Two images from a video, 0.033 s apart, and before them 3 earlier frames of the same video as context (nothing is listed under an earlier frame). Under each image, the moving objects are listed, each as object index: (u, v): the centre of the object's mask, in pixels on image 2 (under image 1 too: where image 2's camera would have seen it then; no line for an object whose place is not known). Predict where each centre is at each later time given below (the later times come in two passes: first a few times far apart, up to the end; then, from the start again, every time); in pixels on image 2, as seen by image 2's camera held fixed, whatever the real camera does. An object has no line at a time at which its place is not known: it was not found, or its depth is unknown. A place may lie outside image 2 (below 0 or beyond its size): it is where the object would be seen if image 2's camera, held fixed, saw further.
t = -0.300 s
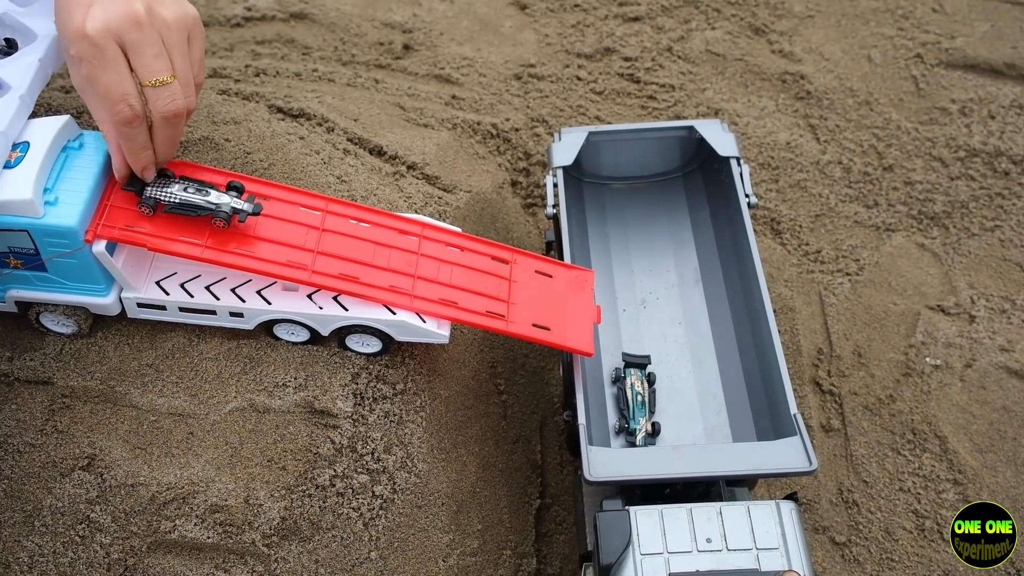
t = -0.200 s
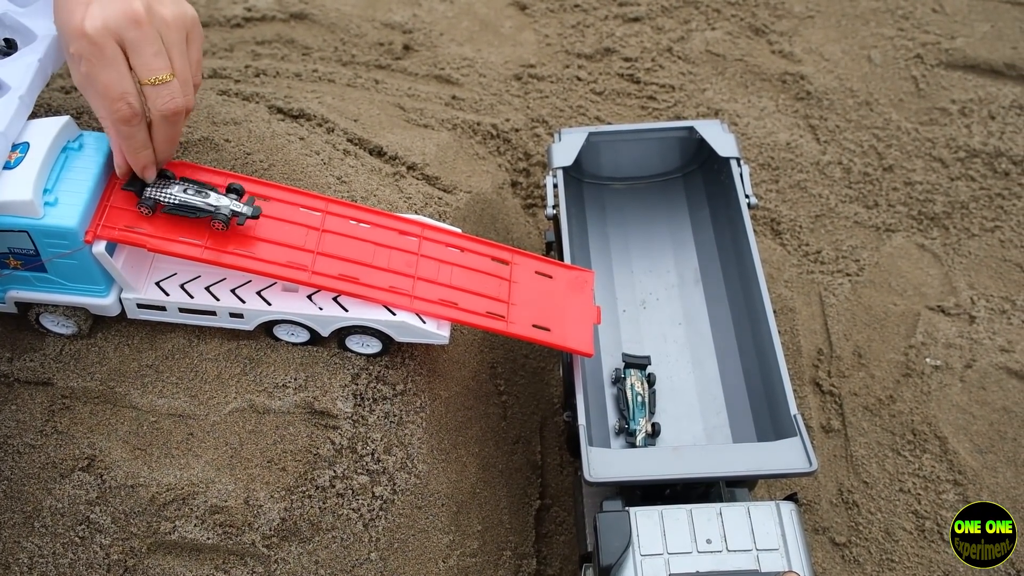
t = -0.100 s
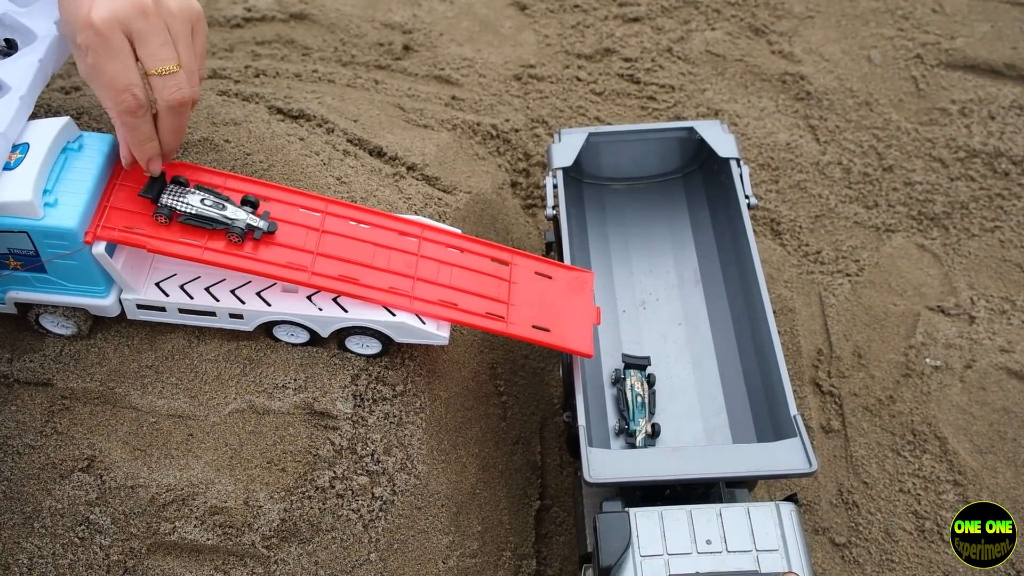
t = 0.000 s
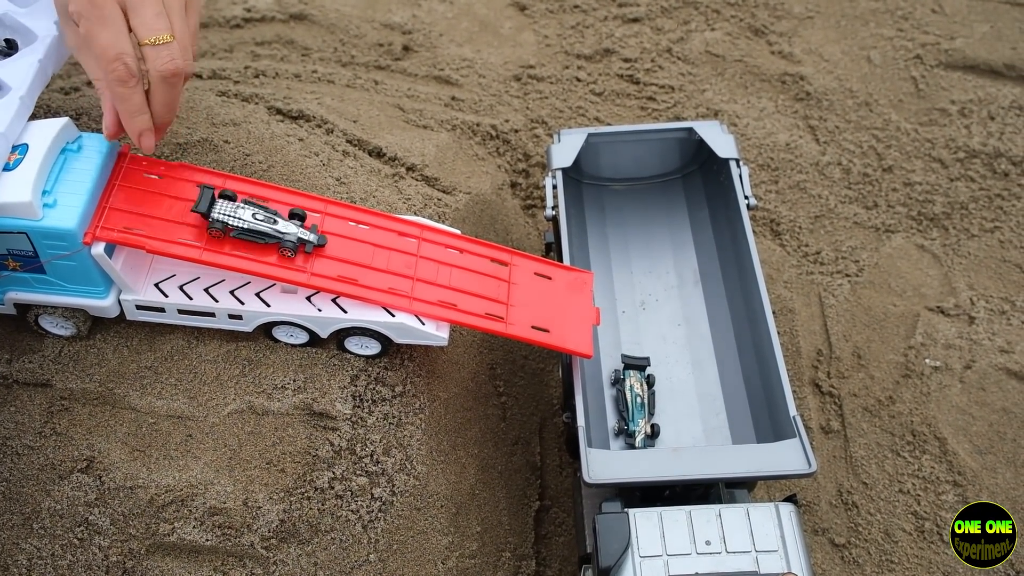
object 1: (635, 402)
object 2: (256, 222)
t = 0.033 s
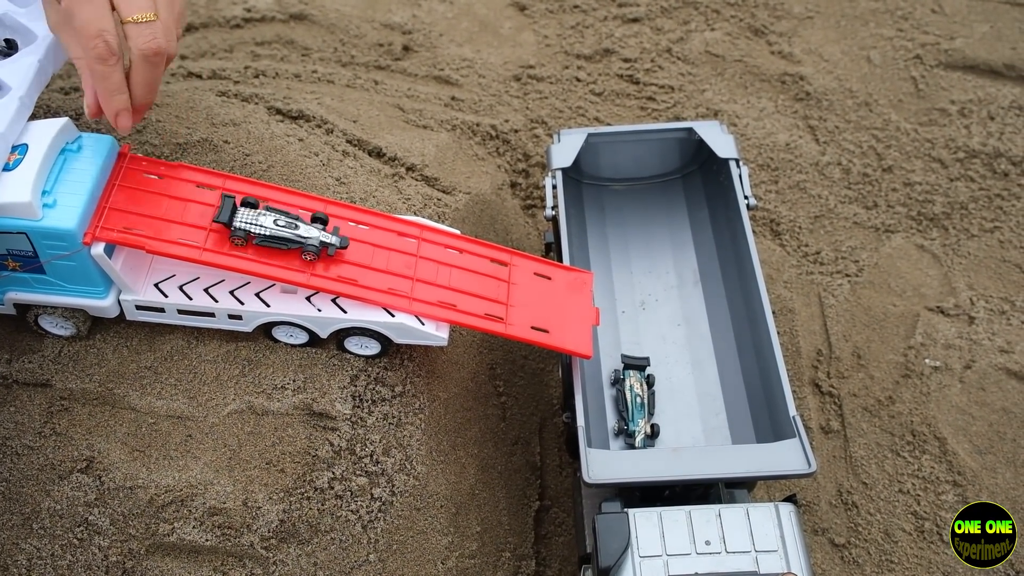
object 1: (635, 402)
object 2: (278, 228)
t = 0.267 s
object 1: (635, 402)
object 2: (471, 275)
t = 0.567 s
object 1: (630, 402)
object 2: (681, 366)
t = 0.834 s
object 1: (633, 393)
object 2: (677, 401)
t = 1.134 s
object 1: (634, 393)
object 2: (677, 401)
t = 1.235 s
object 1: (634, 393)
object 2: (677, 401)
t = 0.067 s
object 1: (635, 402)
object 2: (300, 232)
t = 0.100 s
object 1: (635, 402)
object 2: (328, 241)
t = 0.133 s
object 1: (635, 402)
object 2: (356, 246)
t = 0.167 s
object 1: (635, 402)
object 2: (383, 251)
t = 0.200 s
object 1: (635, 402)
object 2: (410, 258)
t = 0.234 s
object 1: (635, 402)
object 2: (440, 269)
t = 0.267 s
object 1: (635, 402)
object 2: (471, 275)
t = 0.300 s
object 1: (635, 402)
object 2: (503, 282)
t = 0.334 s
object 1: (635, 402)
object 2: (535, 296)
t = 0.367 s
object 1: (635, 402)
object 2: (569, 305)
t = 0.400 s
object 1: (635, 402)
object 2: (608, 311)
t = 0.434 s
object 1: (635, 402)
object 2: (645, 322)
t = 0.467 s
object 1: (635, 402)
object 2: (680, 341)
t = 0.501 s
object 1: (635, 402)
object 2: (689, 349)
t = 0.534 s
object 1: (632, 401)
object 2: (685, 352)
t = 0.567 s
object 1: (630, 402)
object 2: (681, 366)
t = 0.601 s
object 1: (630, 398)
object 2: (682, 387)
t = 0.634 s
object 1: (630, 397)
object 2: (677, 390)
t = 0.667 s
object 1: (632, 395)
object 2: (677, 396)
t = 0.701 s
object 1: (633, 393)
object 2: (678, 400)
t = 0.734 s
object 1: (633, 393)
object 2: (677, 401)
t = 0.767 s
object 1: (633, 393)
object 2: (677, 401)
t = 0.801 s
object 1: (633, 393)
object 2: (677, 401)
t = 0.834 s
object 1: (633, 393)
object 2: (677, 401)
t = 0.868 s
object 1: (633, 393)
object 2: (677, 401)
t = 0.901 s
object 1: (633, 393)
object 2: (676, 400)
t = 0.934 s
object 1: (633, 393)
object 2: (677, 401)
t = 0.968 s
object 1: (633, 393)
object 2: (676, 400)
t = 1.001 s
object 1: (634, 393)
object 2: (676, 400)
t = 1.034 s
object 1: (634, 393)
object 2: (676, 400)
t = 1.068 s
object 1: (634, 393)
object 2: (676, 400)
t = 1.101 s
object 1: (634, 393)
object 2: (677, 400)
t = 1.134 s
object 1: (634, 393)
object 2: (677, 401)
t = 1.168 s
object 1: (634, 393)
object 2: (677, 401)
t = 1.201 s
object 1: (634, 393)
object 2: (677, 401)
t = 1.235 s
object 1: (634, 393)
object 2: (677, 401)
